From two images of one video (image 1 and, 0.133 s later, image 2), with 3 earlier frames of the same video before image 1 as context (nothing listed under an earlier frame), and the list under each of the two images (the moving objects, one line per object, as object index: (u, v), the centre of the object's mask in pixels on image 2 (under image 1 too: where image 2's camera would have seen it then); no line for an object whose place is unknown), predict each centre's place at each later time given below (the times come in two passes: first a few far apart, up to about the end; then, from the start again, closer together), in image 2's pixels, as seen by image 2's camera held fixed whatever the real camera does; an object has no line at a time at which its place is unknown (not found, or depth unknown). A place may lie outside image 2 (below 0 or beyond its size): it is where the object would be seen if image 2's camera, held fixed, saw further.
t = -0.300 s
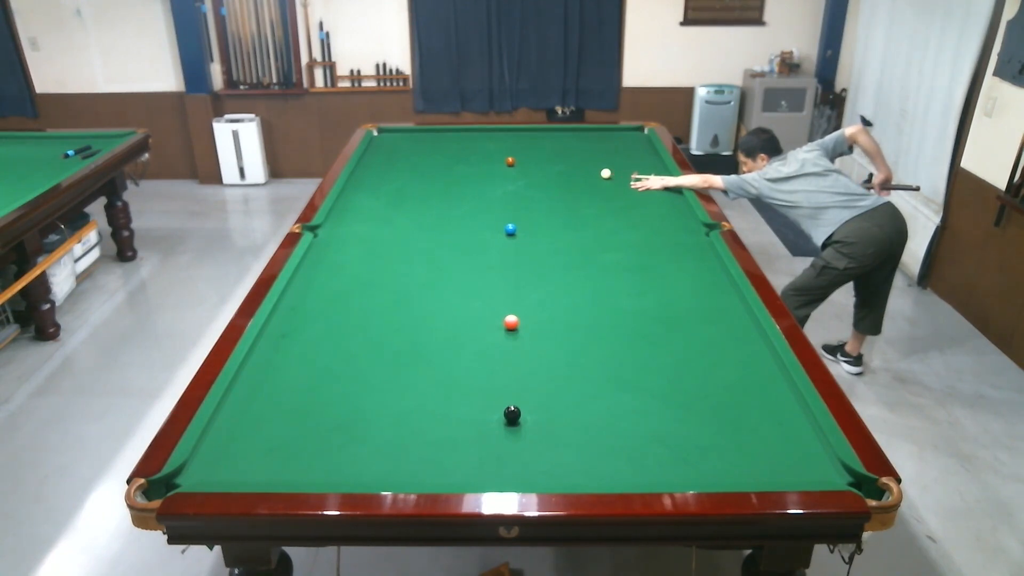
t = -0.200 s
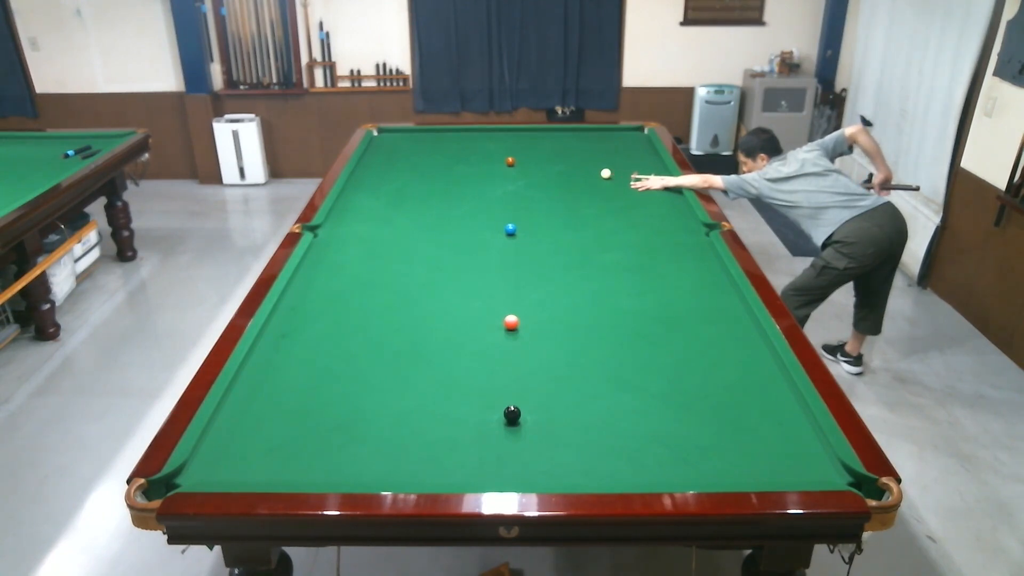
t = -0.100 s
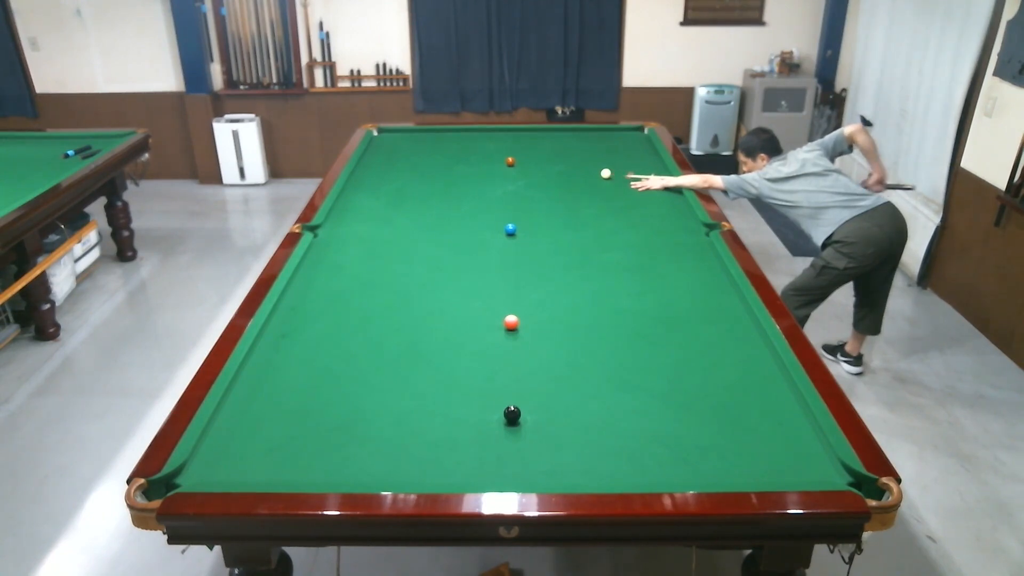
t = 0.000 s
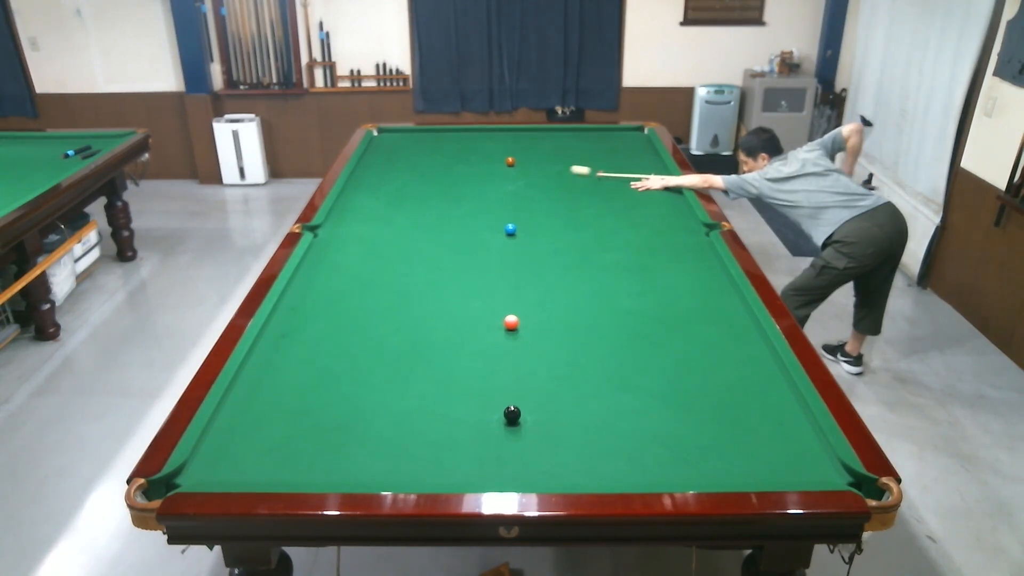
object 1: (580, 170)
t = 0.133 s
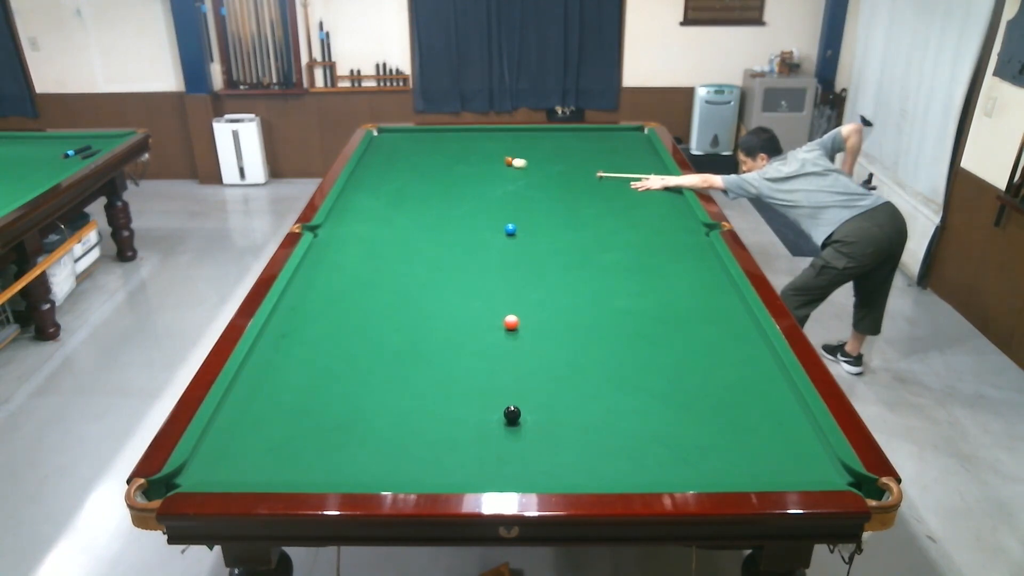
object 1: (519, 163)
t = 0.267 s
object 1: (506, 166)
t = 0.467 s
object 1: (490, 170)
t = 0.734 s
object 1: (470, 176)
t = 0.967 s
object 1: (454, 181)
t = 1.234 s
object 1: (436, 186)
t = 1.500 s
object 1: (417, 191)
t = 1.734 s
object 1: (402, 196)
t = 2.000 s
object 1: (385, 200)
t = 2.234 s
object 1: (370, 205)
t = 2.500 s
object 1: (355, 209)
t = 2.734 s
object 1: (342, 213)
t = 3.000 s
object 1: (332, 217)
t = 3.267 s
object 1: (337, 219)
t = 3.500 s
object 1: (340, 221)
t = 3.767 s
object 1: (345, 223)
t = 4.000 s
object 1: (348, 225)
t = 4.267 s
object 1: (350, 226)
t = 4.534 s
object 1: (353, 227)
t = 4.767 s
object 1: (355, 228)
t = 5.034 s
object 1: (355, 228)
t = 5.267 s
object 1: (356, 228)
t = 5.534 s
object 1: (356, 228)
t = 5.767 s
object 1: (356, 228)
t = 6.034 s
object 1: (356, 228)
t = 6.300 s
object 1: (356, 228)
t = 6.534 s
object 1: (356, 228)
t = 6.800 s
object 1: (356, 228)
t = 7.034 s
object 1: (356, 228)
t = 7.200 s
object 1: (356, 228)
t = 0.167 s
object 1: (514, 164)
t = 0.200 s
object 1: (511, 164)
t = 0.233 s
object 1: (509, 165)
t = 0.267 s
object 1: (506, 166)
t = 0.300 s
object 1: (504, 166)
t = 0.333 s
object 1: (501, 167)
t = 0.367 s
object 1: (499, 168)
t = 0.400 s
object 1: (497, 169)
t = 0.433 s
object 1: (494, 169)
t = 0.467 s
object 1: (490, 170)
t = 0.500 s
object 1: (487, 171)
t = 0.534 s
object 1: (485, 172)
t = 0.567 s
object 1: (482, 173)
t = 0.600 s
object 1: (480, 173)
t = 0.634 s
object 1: (478, 174)
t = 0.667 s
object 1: (475, 175)
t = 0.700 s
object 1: (473, 175)
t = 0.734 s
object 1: (470, 176)
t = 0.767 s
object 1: (468, 177)
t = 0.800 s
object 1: (466, 177)
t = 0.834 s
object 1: (463, 178)
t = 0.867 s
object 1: (461, 179)
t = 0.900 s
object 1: (459, 179)
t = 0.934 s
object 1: (456, 180)
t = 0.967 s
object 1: (454, 181)
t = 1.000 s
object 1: (452, 181)
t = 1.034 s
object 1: (450, 182)
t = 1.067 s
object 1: (447, 183)
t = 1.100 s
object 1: (445, 183)
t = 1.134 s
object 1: (443, 184)
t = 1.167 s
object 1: (440, 185)
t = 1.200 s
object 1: (438, 185)
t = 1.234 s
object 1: (436, 186)
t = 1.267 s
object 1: (433, 187)
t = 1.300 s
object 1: (431, 187)
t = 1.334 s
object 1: (429, 188)
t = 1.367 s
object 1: (426, 189)
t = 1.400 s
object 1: (424, 189)
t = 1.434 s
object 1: (422, 190)
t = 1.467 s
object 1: (420, 190)
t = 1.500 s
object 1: (417, 191)
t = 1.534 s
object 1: (415, 192)
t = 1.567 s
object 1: (413, 192)
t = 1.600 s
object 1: (411, 193)
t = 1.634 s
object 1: (409, 194)
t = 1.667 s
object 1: (406, 194)
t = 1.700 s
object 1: (404, 195)
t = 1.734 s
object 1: (402, 196)
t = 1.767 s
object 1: (400, 196)
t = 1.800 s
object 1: (398, 197)
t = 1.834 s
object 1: (395, 197)
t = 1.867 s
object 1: (393, 198)
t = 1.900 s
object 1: (391, 199)
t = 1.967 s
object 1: (387, 200)
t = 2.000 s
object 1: (385, 200)
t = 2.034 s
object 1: (383, 201)
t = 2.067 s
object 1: (381, 202)
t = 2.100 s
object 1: (378, 202)
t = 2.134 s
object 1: (376, 203)
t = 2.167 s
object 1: (374, 203)
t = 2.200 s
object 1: (372, 204)
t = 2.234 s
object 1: (370, 205)
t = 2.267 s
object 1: (368, 205)
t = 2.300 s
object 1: (366, 206)
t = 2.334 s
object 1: (364, 206)
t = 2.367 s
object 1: (362, 207)
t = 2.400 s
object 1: (360, 207)
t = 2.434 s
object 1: (358, 208)
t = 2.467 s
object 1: (357, 208)
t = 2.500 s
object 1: (355, 209)
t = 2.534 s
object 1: (353, 210)
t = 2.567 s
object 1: (351, 210)
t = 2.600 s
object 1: (349, 211)
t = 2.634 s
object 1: (347, 211)
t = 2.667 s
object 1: (345, 212)
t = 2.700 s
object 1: (343, 212)
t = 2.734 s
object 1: (342, 213)
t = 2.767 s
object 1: (340, 213)
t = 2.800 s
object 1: (338, 214)
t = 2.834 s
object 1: (336, 214)
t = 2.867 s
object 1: (335, 215)
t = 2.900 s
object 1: (333, 215)
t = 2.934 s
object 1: (331, 216)
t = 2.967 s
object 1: (331, 216)
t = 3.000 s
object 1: (332, 217)
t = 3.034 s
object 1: (333, 217)
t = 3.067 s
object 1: (333, 217)
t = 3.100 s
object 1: (334, 217)
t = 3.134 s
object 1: (334, 218)
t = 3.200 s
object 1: (335, 218)
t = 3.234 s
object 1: (336, 219)
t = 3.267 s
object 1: (337, 219)
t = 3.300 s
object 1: (337, 219)
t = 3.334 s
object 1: (338, 220)
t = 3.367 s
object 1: (338, 220)
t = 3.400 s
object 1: (339, 220)
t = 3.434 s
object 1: (340, 221)
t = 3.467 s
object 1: (340, 221)
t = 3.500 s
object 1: (340, 221)
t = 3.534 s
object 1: (341, 222)
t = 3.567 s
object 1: (341, 222)
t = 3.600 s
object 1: (342, 222)
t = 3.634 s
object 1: (343, 222)
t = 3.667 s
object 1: (343, 223)
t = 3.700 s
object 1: (344, 223)
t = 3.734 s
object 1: (344, 223)
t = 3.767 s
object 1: (345, 223)
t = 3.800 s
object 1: (345, 224)
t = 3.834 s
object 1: (345, 224)
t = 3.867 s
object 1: (346, 224)
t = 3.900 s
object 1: (346, 224)
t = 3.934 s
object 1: (347, 224)
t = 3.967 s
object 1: (347, 225)
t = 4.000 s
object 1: (348, 225)
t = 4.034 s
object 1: (348, 225)
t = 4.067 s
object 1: (348, 225)
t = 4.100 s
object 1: (349, 225)
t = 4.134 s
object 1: (349, 226)
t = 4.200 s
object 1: (350, 226)
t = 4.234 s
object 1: (350, 226)
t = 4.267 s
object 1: (350, 226)
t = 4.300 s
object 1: (351, 226)
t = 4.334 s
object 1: (351, 226)
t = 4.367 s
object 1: (351, 227)
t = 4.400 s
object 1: (352, 227)
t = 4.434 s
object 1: (352, 227)
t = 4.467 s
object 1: (352, 227)
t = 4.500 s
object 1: (353, 227)
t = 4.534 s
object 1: (353, 227)
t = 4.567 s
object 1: (353, 227)
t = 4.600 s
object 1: (353, 227)
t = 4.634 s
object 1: (354, 227)
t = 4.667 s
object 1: (354, 227)
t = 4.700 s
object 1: (354, 227)
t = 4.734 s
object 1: (354, 228)
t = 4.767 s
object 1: (355, 228)
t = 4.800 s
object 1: (355, 228)
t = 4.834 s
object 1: (355, 228)
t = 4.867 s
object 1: (355, 228)
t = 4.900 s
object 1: (355, 228)
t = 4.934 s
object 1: (355, 228)
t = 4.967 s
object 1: (355, 228)
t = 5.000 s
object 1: (355, 228)
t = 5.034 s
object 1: (355, 228)
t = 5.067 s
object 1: (356, 228)
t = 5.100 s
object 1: (356, 228)
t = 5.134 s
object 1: (356, 228)
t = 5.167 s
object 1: (356, 228)
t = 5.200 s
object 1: (356, 228)
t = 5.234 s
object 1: (356, 228)
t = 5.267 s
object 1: (356, 228)
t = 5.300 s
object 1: (356, 228)
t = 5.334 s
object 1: (356, 228)
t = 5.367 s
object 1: (356, 228)
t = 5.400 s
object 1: (356, 228)
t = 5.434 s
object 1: (356, 228)
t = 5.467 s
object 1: (356, 228)
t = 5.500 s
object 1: (356, 228)
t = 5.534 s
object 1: (356, 228)
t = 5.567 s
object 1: (356, 228)
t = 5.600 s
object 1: (356, 228)
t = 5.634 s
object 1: (356, 228)
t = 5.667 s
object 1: (356, 228)
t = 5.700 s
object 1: (356, 228)
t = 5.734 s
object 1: (356, 228)
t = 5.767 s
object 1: (356, 228)
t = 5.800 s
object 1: (356, 228)
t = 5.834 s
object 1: (356, 228)
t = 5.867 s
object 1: (356, 228)
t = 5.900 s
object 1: (356, 228)
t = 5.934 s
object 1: (356, 228)
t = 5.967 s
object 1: (356, 228)
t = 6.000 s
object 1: (356, 228)
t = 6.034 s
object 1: (356, 228)
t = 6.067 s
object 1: (356, 228)
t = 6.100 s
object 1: (356, 228)
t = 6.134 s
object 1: (356, 228)
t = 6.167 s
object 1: (356, 228)
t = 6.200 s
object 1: (356, 228)
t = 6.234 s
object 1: (356, 228)
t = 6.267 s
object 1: (356, 228)
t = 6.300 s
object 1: (356, 228)
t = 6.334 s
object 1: (356, 228)
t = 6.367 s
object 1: (356, 228)
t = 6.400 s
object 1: (356, 228)
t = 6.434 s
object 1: (356, 228)
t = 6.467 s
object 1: (356, 228)
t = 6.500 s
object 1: (356, 228)
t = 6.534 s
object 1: (356, 228)
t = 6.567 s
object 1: (356, 228)
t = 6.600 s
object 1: (356, 228)
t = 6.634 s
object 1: (356, 228)
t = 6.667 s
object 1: (356, 228)
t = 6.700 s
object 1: (356, 228)
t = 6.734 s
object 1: (356, 228)
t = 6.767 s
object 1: (356, 228)
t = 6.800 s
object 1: (356, 228)
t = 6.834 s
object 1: (356, 228)
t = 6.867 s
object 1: (356, 228)
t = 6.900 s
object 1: (356, 228)
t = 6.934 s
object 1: (356, 228)
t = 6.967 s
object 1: (356, 228)
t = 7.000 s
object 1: (356, 228)
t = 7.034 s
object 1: (356, 228)
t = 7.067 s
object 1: (356, 228)
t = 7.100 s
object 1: (356, 228)
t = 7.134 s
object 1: (356, 228)
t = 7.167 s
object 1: (356, 228)
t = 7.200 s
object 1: (356, 228)
